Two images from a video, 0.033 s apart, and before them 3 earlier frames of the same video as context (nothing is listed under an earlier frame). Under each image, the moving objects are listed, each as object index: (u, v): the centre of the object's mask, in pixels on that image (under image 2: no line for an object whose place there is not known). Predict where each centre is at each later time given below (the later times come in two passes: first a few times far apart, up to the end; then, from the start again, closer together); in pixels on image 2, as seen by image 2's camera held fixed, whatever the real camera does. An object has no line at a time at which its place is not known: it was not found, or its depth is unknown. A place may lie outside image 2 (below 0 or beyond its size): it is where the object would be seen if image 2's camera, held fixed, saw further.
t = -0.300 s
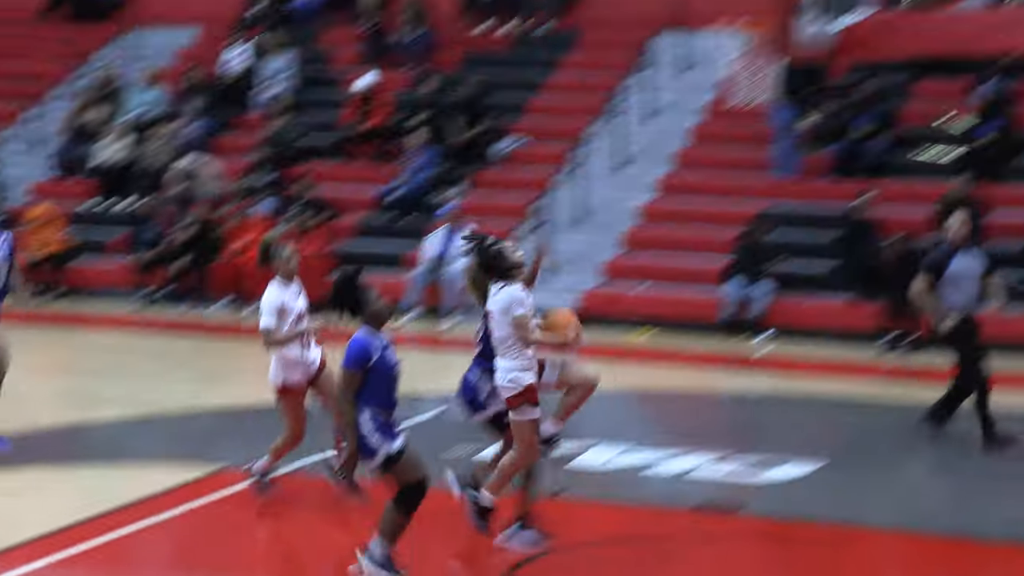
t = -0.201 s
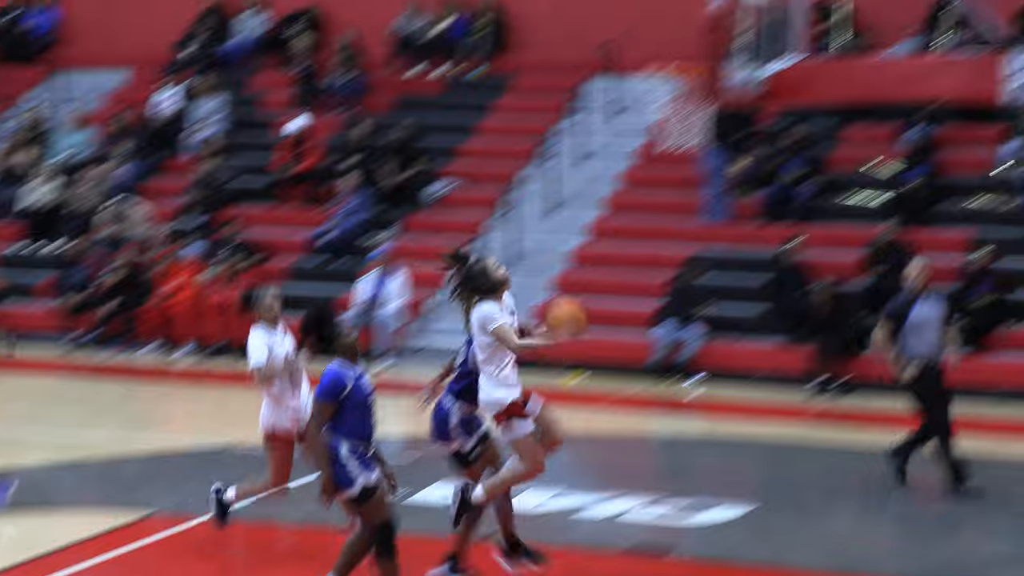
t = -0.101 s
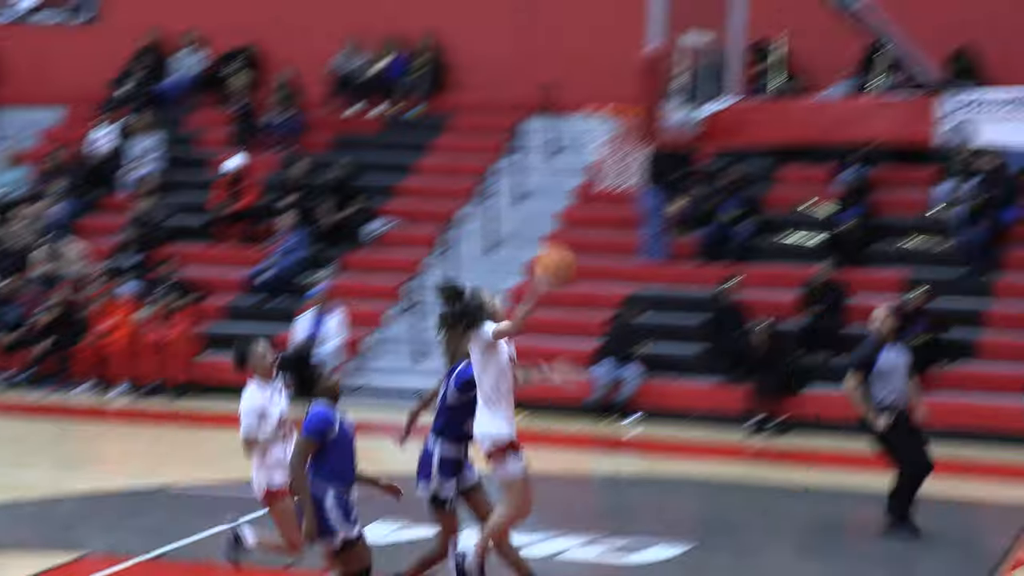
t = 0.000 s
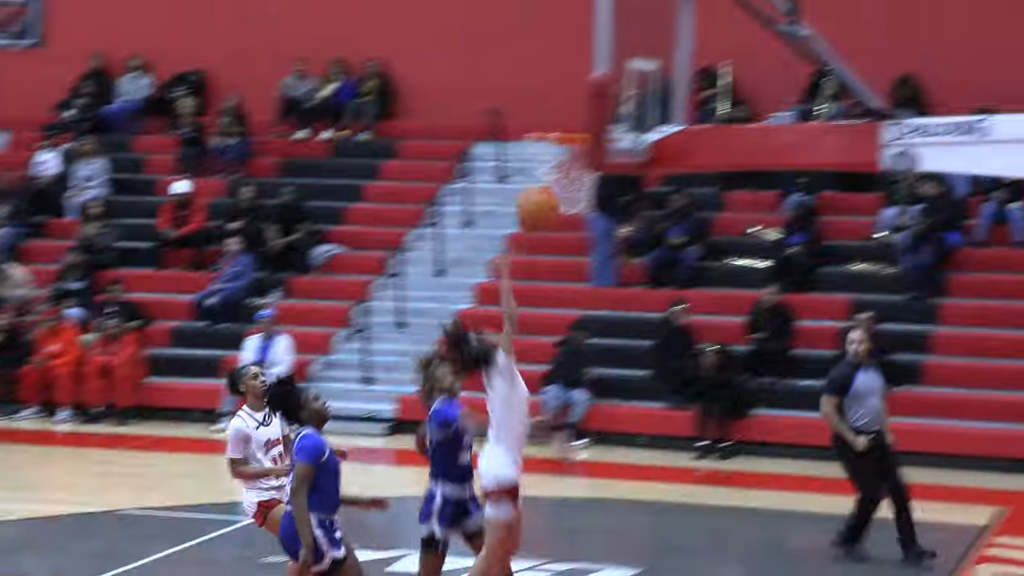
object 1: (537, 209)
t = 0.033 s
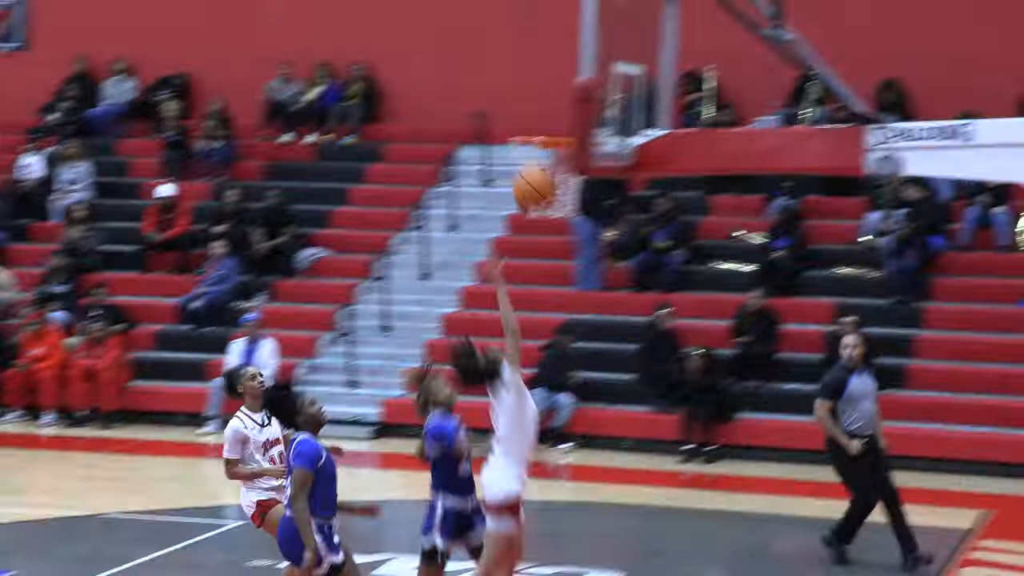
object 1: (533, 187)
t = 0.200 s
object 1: (556, 101)
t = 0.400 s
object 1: (535, 94)
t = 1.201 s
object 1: (540, 182)
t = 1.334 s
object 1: (553, 242)
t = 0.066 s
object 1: (544, 166)
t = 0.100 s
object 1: (550, 145)
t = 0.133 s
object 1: (554, 124)
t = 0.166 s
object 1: (559, 111)
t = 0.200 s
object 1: (556, 101)
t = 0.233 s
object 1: (553, 95)
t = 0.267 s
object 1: (551, 93)
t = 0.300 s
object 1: (549, 90)
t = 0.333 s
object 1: (543, 89)
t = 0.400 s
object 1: (535, 94)
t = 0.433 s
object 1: (529, 101)
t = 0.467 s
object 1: (520, 111)
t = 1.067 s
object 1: (530, 137)
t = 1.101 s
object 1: (531, 148)
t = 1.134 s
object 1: (535, 160)
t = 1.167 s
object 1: (537, 168)
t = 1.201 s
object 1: (540, 182)
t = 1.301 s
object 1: (551, 230)
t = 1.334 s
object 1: (553, 242)
